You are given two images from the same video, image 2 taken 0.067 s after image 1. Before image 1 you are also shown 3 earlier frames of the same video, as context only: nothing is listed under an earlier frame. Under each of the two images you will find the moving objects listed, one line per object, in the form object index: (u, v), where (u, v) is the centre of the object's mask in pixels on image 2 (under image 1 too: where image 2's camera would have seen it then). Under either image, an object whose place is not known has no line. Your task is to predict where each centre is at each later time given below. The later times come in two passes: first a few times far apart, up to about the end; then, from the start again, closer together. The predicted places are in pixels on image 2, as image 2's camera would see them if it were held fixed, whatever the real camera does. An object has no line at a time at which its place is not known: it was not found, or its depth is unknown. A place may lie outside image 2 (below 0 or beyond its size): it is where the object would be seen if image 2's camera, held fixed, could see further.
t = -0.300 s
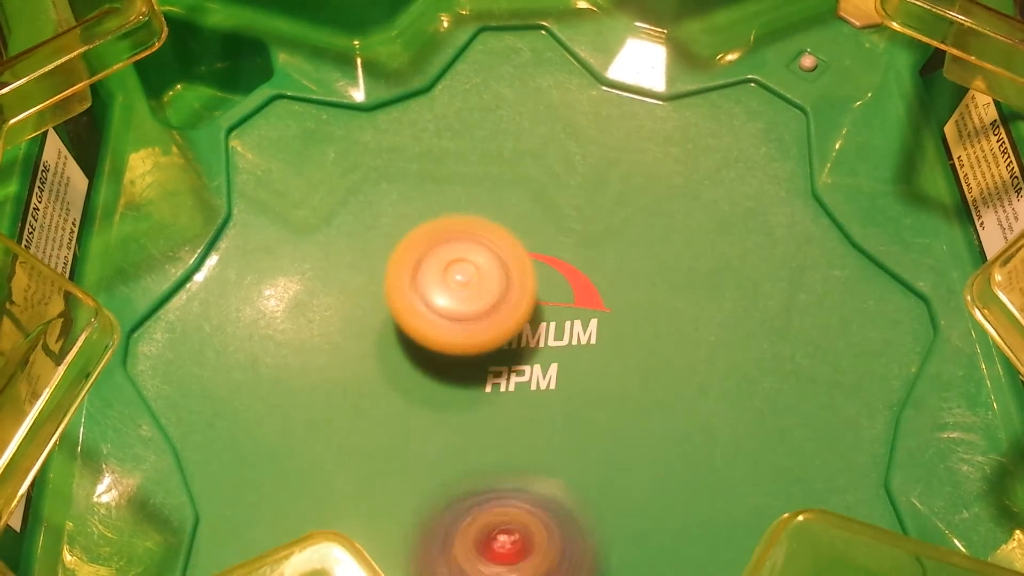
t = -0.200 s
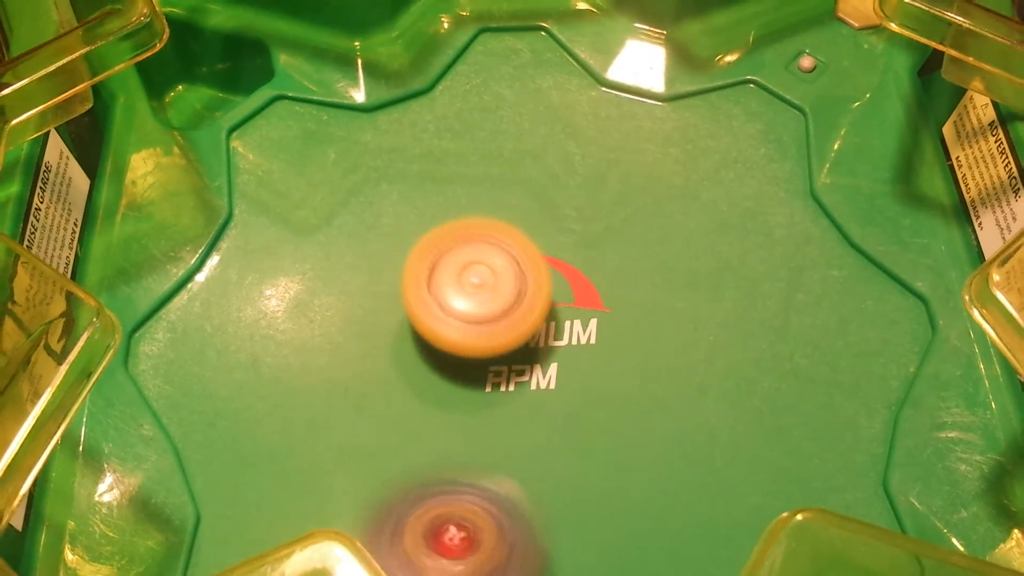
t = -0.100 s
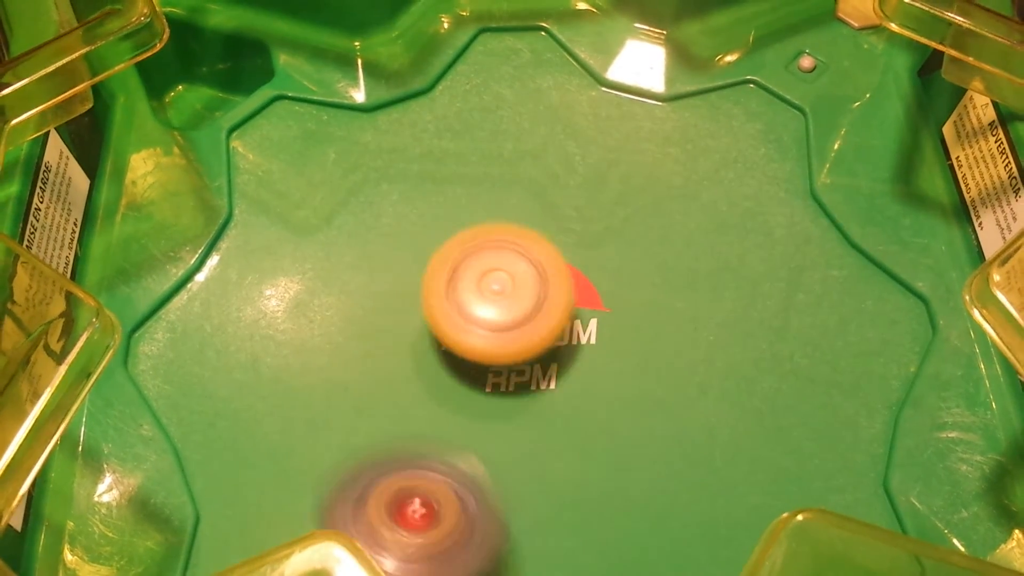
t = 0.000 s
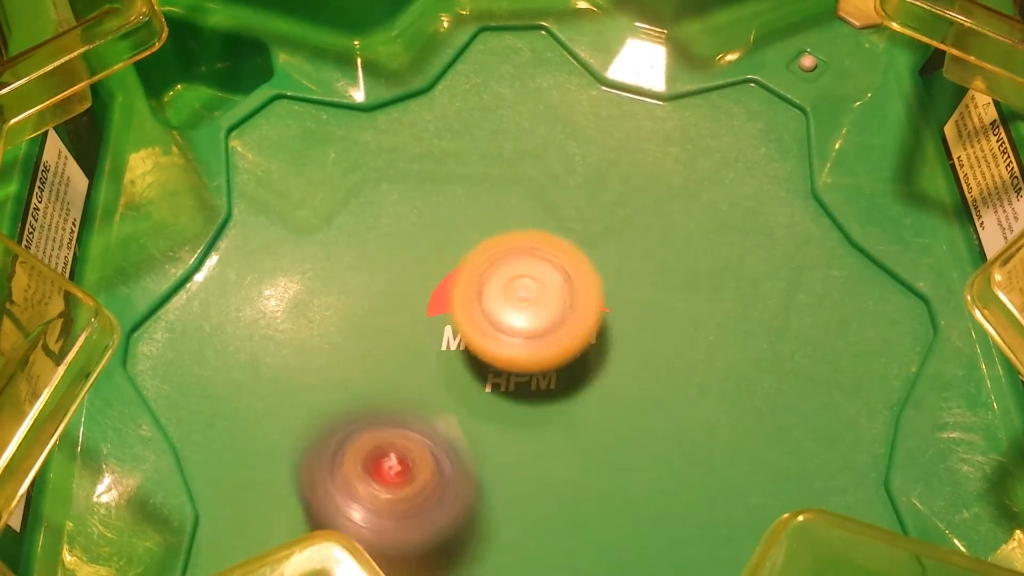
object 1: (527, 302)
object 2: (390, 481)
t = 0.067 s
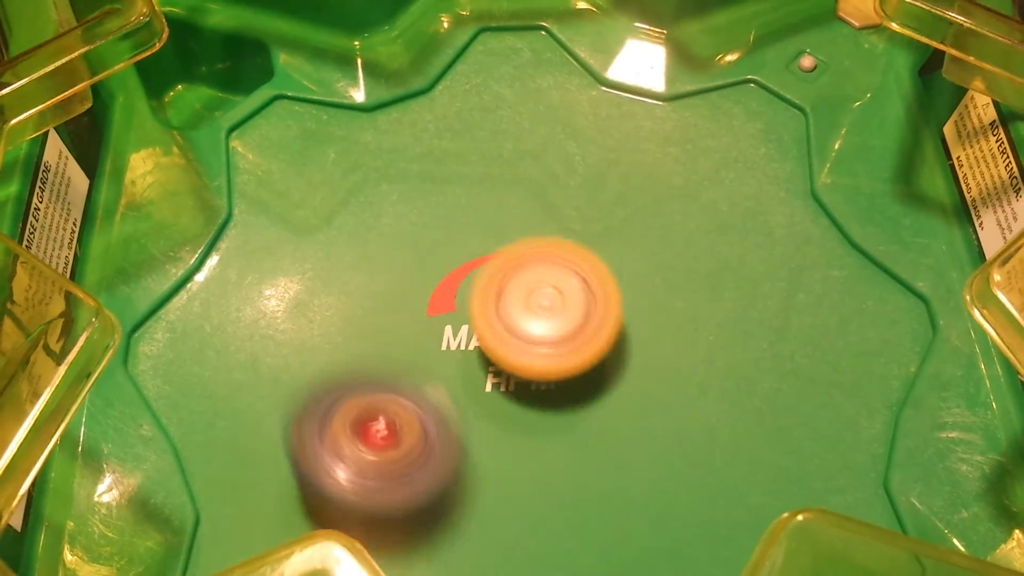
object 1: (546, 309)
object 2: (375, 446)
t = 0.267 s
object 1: (591, 338)
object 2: (359, 334)
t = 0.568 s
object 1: (627, 375)
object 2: (402, 189)
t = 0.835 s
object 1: (616, 381)
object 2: (494, 139)
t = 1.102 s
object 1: (563, 359)
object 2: (619, 187)
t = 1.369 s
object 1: (504, 323)
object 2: (729, 286)
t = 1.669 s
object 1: (479, 283)
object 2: (761, 412)
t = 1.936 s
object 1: (490, 280)
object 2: (636, 470)
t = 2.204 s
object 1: (537, 306)
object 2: (465, 466)
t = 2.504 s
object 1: (576, 360)
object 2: (339, 384)
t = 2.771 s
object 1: (584, 391)
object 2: (359, 285)
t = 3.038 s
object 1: (570, 391)
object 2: (466, 213)
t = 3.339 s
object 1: (533, 349)
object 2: (609, 186)
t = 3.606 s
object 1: (520, 302)
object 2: (700, 235)
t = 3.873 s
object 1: (527, 277)
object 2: (709, 347)
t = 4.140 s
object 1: (540, 286)
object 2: (631, 451)
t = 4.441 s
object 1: (557, 331)
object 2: (486, 483)
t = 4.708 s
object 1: (556, 369)
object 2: (374, 422)
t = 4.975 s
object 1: (550, 379)
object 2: (341, 327)
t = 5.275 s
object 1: (537, 360)
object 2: (439, 240)
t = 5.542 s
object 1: (557, 400)
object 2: (526, 141)
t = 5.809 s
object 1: (562, 398)
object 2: (630, 169)
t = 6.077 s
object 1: (434, 445)
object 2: (738, 235)
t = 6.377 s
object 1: (261, 475)
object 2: (793, 279)
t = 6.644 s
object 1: (366, 388)
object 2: (652, 328)
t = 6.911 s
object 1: (335, 164)
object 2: (747, 404)
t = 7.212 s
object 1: (443, 206)
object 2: (688, 317)
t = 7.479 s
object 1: (565, 376)
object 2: (731, 253)
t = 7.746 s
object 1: (599, 423)
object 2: (724, 263)
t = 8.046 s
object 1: (518, 400)
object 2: (579, 297)
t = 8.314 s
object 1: (442, 393)
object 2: (497, 274)
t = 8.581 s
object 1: (503, 412)
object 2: (489, 265)
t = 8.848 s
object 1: (507, 419)
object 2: (498, 286)
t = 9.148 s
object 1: (507, 420)
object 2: (497, 287)
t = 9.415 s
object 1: (507, 421)
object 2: (497, 287)
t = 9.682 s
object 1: (501, 422)
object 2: (498, 287)
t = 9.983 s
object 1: (500, 422)
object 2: (498, 287)
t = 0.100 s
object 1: (554, 313)
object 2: (370, 427)
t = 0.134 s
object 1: (563, 318)
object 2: (366, 409)
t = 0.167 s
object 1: (569, 323)
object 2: (362, 390)
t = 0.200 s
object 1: (578, 328)
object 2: (361, 372)
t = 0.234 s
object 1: (585, 333)
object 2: (359, 352)
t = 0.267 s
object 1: (591, 338)
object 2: (359, 334)
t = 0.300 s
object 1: (597, 342)
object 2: (360, 314)
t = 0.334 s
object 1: (603, 347)
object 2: (362, 297)
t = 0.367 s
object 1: (608, 352)
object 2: (365, 279)
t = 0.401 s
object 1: (613, 356)
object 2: (369, 262)
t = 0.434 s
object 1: (617, 361)
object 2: (374, 246)
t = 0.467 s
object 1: (620, 366)
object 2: (379, 230)
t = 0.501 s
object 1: (623, 369)
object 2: (386, 216)
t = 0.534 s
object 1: (626, 372)
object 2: (394, 202)
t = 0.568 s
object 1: (627, 375)
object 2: (402, 189)
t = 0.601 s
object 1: (627, 377)
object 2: (411, 179)
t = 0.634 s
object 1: (627, 378)
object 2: (421, 168)
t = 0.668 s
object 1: (627, 379)
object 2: (432, 158)
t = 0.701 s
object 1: (626, 380)
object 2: (444, 150)
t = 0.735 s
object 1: (625, 380)
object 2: (455, 145)
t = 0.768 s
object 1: (623, 381)
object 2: (469, 140)
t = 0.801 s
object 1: (620, 381)
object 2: (482, 138)
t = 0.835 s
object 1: (616, 381)
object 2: (494, 139)
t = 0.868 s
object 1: (612, 380)
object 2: (508, 141)
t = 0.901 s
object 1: (606, 378)
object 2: (522, 144)
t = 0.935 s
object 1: (600, 376)
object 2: (537, 149)
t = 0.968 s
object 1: (593, 374)
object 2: (553, 156)
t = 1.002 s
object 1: (586, 371)
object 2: (570, 162)
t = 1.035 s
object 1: (578, 368)
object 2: (587, 169)
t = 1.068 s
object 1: (571, 364)
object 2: (603, 178)
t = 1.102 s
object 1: (563, 359)
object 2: (619, 187)
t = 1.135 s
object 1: (554, 355)
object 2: (635, 197)
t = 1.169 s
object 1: (544, 350)
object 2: (650, 207)
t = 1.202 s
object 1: (535, 346)
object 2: (664, 219)
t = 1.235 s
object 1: (526, 342)
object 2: (679, 232)
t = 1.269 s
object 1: (518, 337)
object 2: (692, 244)
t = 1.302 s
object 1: (513, 332)
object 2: (706, 258)
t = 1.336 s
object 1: (508, 328)
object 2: (718, 272)
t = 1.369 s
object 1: (504, 323)
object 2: (729, 286)
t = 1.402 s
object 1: (499, 318)
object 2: (739, 300)
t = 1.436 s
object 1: (494, 312)
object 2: (748, 315)
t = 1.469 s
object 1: (489, 308)
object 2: (755, 331)
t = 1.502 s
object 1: (486, 302)
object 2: (760, 345)
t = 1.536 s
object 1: (483, 297)
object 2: (765, 360)
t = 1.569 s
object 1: (481, 293)
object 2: (768, 375)
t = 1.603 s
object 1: (480, 287)
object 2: (768, 389)
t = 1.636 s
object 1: (480, 285)
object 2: (765, 401)
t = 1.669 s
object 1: (479, 283)
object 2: (761, 412)
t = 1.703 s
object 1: (480, 281)
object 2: (754, 422)
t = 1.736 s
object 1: (480, 280)
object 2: (743, 431)
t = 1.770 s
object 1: (480, 279)
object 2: (731, 441)
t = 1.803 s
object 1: (482, 279)
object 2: (714, 446)
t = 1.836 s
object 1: (484, 278)
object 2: (697, 454)
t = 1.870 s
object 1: (485, 278)
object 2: (678, 460)
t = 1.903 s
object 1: (488, 279)
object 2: (658, 465)
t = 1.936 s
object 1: (490, 280)
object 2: (636, 470)
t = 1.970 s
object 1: (494, 281)
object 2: (614, 476)
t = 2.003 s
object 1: (498, 283)
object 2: (592, 476)
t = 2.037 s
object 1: (503, 286)
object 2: (570, 477)
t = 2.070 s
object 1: (508, 289)
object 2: (548, 478)
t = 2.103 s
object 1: (514, 293)
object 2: (528, 476)
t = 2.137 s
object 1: (522, 296)
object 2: (506, 475)
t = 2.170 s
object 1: (529, 301)
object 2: (485, 469)
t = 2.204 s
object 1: (537, 306)
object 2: (465, 466)
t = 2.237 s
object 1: (543, 312)
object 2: (446, 460)
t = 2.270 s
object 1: (549, 317)
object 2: (426, 454)
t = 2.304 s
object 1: (551, 323)
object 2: (409, 444)
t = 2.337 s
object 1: (556, 329)
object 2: (393, 436)
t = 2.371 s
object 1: (561, 335)
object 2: (379, 427)
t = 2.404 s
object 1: (565, 341)
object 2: (365, 417)
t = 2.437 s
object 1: (569, 347)
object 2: (354, 406)
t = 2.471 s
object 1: (573, 353)
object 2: (345, 397)
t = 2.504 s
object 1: (576, 360)
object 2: (339, 384)
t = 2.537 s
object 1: (579, 365)
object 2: (335, 372)
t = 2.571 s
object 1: (581, 371)
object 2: (333, 360)
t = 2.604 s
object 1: (583, 376)
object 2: (334, 348)
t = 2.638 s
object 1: (584, 380)
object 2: (336, 335)
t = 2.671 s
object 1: (585, 384)
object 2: (340, 323)
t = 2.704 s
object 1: (585, 386)
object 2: (345, 310)
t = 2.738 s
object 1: (585, 389)
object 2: (352, 298)
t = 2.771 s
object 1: (584, 391)
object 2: (359, 285)
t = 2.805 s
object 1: (584, 393)
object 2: (370, 275)
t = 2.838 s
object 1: (583, 393)
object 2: (381, 265)
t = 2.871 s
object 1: (582, 394)
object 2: (394, 253)
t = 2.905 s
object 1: (580, 394)
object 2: (407, 245)
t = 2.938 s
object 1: (578, 394)
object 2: (421, 234)
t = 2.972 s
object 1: (575, 393)
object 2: (435, 226)
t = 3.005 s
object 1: (573, 393)
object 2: (451, 220)
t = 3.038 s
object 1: (570, 391)
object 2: (466, 213)
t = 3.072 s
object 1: (566, 389)
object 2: (481, 207)
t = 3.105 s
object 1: (562, 385)
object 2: (497, 201)
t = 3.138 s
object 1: (558, 382)
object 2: (513, 197)
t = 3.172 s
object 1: (554, 377)
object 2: (530, 193)
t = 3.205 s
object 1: (550, 373)
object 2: (546, 190)
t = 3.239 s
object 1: (547, 367)
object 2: (562, 187)
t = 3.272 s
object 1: (542, 361)
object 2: (578, 187)
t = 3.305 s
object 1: (538, 356)
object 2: (594, 186)
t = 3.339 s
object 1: (533, 349)
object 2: (609, 186)
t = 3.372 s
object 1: (529, 343)
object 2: (624, 189)
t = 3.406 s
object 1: (527, 337)
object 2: (639, 190)
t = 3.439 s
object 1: (525, 331)
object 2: (652, 195)
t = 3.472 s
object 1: (525, 326)
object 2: (663, 200)
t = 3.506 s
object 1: (523, 319)
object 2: (674, 207)
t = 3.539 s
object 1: (521, 314)
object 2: (685, 215)
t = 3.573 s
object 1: (520, 308)
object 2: (692, 225)
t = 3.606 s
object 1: (520, 302)
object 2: (700, 235)
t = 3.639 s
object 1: (519, 295)
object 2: (706, 247)
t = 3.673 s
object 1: (521, 288)
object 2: (711, 259)
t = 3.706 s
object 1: (523, 285)
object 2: (716, 274)
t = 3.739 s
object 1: (524, 282)
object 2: (715, 287)
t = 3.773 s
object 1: (524, 280)
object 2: (717, 301)
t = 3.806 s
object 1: (525, 278)
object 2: (715, 316)
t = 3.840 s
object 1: (526, 277)
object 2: (713, 333)
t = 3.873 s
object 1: (527, 277)
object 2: (709, 347)
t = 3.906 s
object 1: (527, 277)
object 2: (705, 362)
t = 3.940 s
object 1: (529, 276)
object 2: (698, 376)
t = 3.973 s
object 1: (530, 277)
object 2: (691, 391)
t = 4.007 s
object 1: (532, 277)
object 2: (682, 405)
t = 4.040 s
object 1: (533, 279)
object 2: (671, 420)
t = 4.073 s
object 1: (535, 280)
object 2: (659, 431)
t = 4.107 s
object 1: (538, 283)
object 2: (646, 442)
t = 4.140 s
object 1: (540, 286)
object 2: (631, 451)
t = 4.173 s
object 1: (543, 289)
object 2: (616, 461)
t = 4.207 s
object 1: (546, 292)
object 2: (601, 468)
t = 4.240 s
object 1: (549, 295)
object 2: (584, 474)
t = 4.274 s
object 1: (552, 301)
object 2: (567, 479)
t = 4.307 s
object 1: (555, 308)
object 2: (551, 482)
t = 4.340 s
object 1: (557, 315)
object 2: (533, 484)
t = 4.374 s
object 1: (557, 320)
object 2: (517, 485)
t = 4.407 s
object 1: (558, 325)
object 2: (500, 485)
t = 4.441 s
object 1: (557, 331)
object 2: (486, 483)
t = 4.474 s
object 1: (557, 336)
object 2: (470, 477)
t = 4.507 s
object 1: (556, 341)
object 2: (456, 473)
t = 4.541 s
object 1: (555, 347)
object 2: (443, 466)
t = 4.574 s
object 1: (554, 352)
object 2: (433, 457)
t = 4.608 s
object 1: (553, 357)
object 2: (422, 448)
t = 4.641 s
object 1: (557, 361)
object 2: (405, 438)
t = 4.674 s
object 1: (557, 366)
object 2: (388, 431)
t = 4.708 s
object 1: (556, 369)
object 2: (374, 422)
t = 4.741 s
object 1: (556, 372)
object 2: (362, 412)
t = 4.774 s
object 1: (555, 374)
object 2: (353, 402)
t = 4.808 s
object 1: (554, 376)
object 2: (345, 390)
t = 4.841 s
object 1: (553, 378)
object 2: (341, 377)
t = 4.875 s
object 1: (553, 378)
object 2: (336, 365)
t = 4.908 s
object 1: (552, 379)
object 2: (337, 354)
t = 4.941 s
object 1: (551, 379)
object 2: (338, 341)
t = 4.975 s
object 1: (550, 379)
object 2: (341, 327)
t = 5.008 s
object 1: (549, 379)
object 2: (347, 314)
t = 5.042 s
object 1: (547, 378)
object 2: (353, 302)
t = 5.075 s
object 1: (546, 377)
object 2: (361, 291)
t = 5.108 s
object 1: (544, 376)
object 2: (372, 280)
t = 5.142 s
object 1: (543, 373)
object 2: (384, 271)
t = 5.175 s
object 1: (542, 371)
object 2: (397, 261)
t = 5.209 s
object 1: (540, 367)
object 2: (411, 253)
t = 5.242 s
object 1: (538, 363)
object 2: (425, 246)
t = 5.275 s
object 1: (537, 360)
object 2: (439, 240)
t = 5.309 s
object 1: (540, 370)
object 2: (455, 229)
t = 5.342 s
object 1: (543, 385)
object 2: (464, 202)
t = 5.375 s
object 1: (545, 391)
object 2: (474, 186)
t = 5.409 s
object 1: (549, 394)
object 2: (481, 174)
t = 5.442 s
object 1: (552, 397)
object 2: (492, 164)
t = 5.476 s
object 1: (554, 399)
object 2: (503, 154)
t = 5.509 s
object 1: (556, 400)
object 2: (513, 147)
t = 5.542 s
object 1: (557, 400)
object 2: (526, 141)
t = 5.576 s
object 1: (558, 400)
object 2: (539, 137)
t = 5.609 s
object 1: (560, 400)
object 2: (553, 134)
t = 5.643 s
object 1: (561, 400)
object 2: (567, 137)
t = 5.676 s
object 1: (562, 400)
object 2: (582, 140)
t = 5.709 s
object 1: (562, 400)
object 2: (595, 144)
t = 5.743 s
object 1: (562, 400)
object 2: (607, 150)
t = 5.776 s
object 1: (562, 400)
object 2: (619, 160)
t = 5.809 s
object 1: (562, 398)
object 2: (630, 169)
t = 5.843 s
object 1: (562, 397)
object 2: (639, 180)
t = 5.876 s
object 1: (562, 395)
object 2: (647, 193)
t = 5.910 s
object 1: (561, 393)
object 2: (652, 208)
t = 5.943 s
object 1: (561, 390)
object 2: (655, 222)
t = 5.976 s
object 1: (561, 387)
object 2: (658, 239)
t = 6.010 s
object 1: (559, 386)
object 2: (658, 256)
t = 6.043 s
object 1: (499, 417)
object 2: (692, 252)
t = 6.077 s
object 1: (434, 445)
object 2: (738, 235)
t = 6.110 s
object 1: (386, 463)
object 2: (769, 229)
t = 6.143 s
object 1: (341, 476)
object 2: (790, 226)
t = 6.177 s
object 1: (311, 482)
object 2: (800, 227)
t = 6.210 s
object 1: (293, 485)
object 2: (808, 231)
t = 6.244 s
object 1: (281, 486)
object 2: (812, 239)
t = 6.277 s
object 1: (270, 486)
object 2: (814, 249)
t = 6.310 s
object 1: (263, 484)
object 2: (810, 258)
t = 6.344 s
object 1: (261, 481)
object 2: (804, 268)
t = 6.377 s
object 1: (261, 475)
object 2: (793, 279)
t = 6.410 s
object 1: (262, 470)
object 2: (781, 291)
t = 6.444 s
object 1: (268, 464)
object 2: (768, 300)
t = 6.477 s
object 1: (276, 455)
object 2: (751, 308)
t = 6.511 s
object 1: (285, 446)
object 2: (733, 314)
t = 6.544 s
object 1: (298, 436)
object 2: (713, 320)
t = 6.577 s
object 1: (321, 419)
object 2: (693, 323)
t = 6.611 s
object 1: (343, 402)
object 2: (673, 326)
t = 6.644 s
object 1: (366, 388)
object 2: (652, 328)
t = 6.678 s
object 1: (397, 370)
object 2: (631, 327)
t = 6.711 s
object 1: (424, 352)
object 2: (609, 328)
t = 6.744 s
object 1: (431, 330)
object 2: (606, 327)
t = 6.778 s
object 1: (393, 284)
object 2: (650, 344)
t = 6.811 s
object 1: (368, 245)
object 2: (685, 365)
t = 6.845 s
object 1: (350, 211)
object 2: (718, 387)
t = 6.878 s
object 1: (338, 190)
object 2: (737, 398)
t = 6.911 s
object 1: (335, 164)
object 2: (747, 404)
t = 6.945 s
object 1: (339, 152)
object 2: (745, 404)
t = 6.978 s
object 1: (345, 150)
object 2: (736, 398)
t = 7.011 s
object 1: (354, 151)
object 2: (725, 382)
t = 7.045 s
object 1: (364, 154)
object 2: (715, 371)
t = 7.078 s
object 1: (379, 158)
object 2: (708, 362)
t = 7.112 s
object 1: (397, 166)
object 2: (704, 352)
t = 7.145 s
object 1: (414, 177)
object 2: (697, 341)
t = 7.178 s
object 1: (430, 192)
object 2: (692, 330)
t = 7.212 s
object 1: (443, 206)
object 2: (688, 317)
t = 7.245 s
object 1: (459, 225)
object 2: (684, 307)
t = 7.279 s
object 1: (475, 244)
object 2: (682, 297)
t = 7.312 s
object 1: (496, 268)
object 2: (680, 285)
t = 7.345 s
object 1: (519, 289)
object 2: (679, 274)
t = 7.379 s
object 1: (542, 320)
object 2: (686, 265)
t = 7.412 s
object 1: (548, 342)
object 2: (708, 259)
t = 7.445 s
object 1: (557, 360)
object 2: (723, 255)
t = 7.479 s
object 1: (565, 376)
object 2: (731, 253)
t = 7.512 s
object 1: (576, 389)
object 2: (736, 252)
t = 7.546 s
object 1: (584, 396)
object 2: (735, 251)
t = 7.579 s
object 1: (593, 405)
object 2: (731, 247)
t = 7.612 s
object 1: (597, 412)
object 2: (733, 245)
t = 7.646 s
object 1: (599, 418)
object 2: (733, 246)
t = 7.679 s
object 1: (599, 420)
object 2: (733, 250)
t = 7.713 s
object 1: (601, 421)
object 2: (731, 257)
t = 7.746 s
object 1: (599, 423)
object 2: (724, 263)
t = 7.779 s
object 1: (591, 422)
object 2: (713, 268)
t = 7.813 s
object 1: (589, 415)
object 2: (704, 270)
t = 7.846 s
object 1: (586, 412)
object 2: (693, 272)
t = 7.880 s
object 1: (584, 409)
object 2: (678, 280)
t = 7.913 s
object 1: (577, 408)
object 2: (654, 286)
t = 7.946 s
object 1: (569, 406)
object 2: (626, 299)
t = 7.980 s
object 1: (548, 408)
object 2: (608, 301)
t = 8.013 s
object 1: (531, 405)
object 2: (593, 298)
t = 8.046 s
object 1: (518, 400)
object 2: (579, 297)
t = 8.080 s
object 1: (501, 394)
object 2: (565, 297)
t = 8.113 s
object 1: (482, 391)
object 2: (553, 295)
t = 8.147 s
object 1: (466, 389)
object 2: (540, 300)
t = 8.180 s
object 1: (455, 391)
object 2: (530, 296)
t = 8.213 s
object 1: (447, 392)
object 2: (524, 279)
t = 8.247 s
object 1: (441, 394)
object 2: (510, 281)
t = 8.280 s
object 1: (439, 395)
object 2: (505, 278)
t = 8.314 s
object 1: (442, 393)
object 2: (497, 274)
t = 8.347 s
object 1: (447, 391)
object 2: (495, 270)
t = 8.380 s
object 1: (454, 389)
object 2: (490, 270)
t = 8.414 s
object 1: (463, 389)
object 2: (488, 268)
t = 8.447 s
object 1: (474, 390)
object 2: (488, 265)
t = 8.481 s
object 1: (484, 393)
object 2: (487, 263)
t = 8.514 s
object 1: (493, 399)
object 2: (487, 263)
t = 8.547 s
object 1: (499, 406)
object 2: (489, 264)
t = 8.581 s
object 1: (503, 412)
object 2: (489, 265)
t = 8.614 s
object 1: (506, 419)
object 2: (490, 264)
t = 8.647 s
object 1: (506, 422)
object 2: (491, 267)
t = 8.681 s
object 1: (506, 423)
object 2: (493, 271)
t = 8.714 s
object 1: (506, 422)
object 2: (495, 276)
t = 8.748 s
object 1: (506, 419)
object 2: (496, 283)
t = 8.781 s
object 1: (506, 419)
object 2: (498, 286)
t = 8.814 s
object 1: (507, 419)
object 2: (498, 287)
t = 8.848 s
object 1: (507, 419)
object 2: (498, 286)
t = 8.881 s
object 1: (507, 419)
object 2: (498, 287)
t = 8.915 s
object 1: (507, 419)
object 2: (498, 286)
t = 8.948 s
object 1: (507, 419)
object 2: (498, 287)
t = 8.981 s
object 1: (507, 419)
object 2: (497, 287)
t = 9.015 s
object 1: (507, 419)
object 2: (497, 287)
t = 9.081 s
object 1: (507, 419)
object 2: (497, 286)
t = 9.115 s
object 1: (507, 419)
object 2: (497, 286)
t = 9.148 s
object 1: (507, 420)
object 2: (497, 287)
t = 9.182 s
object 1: (507, 420)
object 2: (498, 287)
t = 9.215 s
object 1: (507, 420)
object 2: (498, 287)
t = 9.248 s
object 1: (507, 420)
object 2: (498, 287)
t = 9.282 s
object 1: (507, 420)
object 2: (498, 287)
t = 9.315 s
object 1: (507, 420)
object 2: (497, 287)
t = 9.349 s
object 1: (507, 421)
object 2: (498, 287)
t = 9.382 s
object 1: (507, 421)
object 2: (497, 287)
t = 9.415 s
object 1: (507, 421)
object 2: (497, 287)
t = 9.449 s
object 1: (507, 421)
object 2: (498, 287)
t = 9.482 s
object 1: (507, 422)
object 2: (498, 287)
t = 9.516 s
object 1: (507, 422)
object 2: (498, 287)
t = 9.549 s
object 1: (501, 422)
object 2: (498, 287)
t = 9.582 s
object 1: (508, 422)
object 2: (498, 287)
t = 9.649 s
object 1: (508, 422)
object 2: (498, 287)
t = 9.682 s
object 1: (501, 422)
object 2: (498, 287)
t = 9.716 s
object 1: (501, 422)
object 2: (498, 287)
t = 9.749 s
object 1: (507, 421)
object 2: (498, 287)
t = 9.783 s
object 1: (501, 422)
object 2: (498, 287)
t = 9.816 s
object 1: (507, 421)
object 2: (498, 287)
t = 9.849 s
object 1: (501, 422)
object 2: (498, 287)
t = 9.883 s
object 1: (507, 420)
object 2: (498, 287)
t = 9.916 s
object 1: (501, 422)
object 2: (498, 287)
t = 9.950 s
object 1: (501, 422)
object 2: (498, 287)
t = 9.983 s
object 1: (500, 422)
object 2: (498, 287)
